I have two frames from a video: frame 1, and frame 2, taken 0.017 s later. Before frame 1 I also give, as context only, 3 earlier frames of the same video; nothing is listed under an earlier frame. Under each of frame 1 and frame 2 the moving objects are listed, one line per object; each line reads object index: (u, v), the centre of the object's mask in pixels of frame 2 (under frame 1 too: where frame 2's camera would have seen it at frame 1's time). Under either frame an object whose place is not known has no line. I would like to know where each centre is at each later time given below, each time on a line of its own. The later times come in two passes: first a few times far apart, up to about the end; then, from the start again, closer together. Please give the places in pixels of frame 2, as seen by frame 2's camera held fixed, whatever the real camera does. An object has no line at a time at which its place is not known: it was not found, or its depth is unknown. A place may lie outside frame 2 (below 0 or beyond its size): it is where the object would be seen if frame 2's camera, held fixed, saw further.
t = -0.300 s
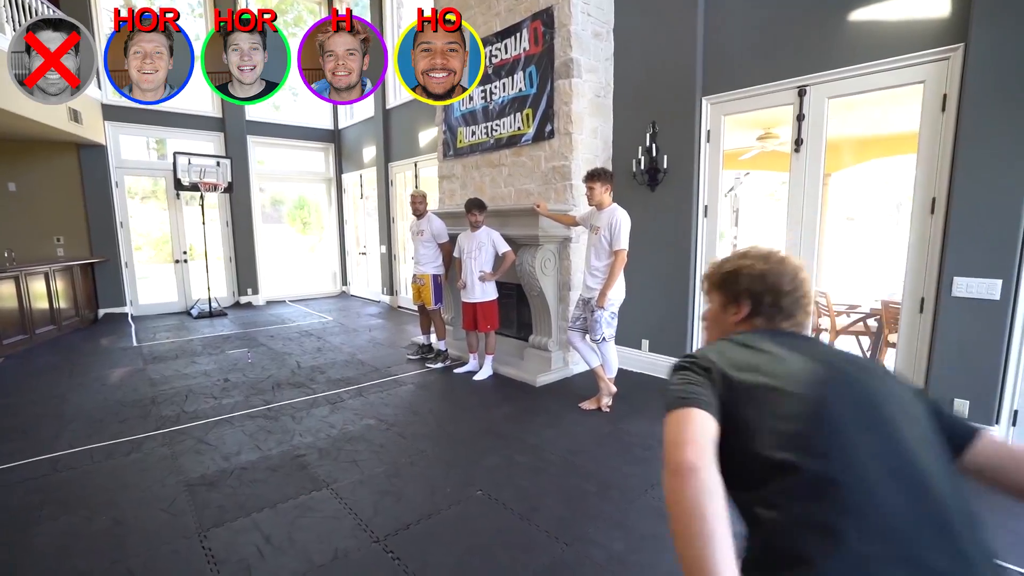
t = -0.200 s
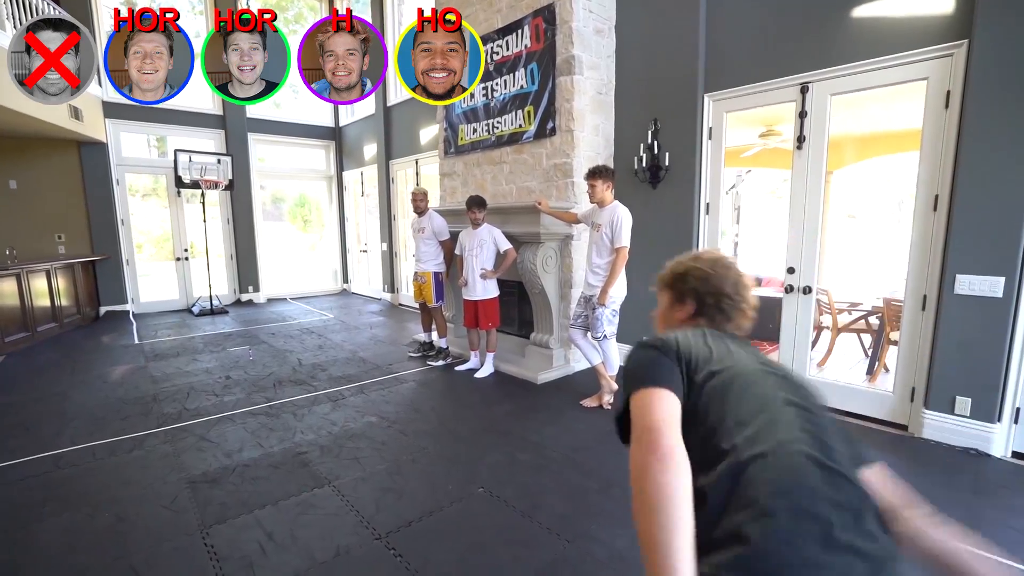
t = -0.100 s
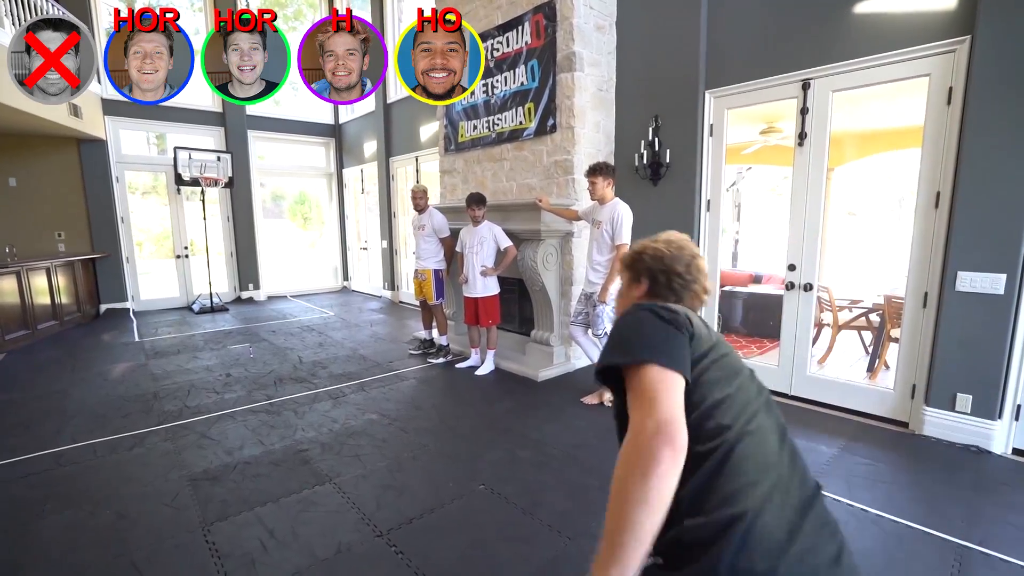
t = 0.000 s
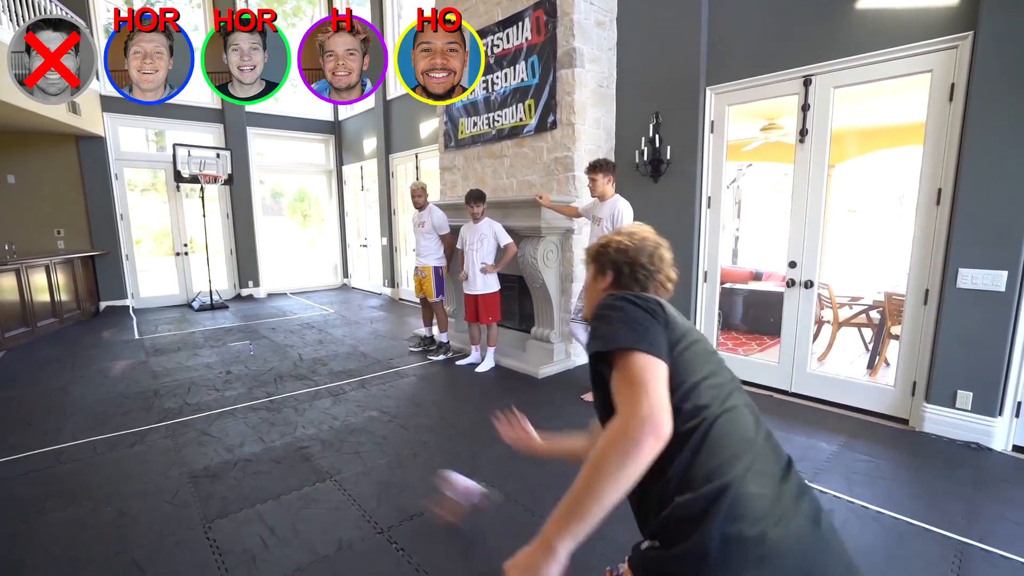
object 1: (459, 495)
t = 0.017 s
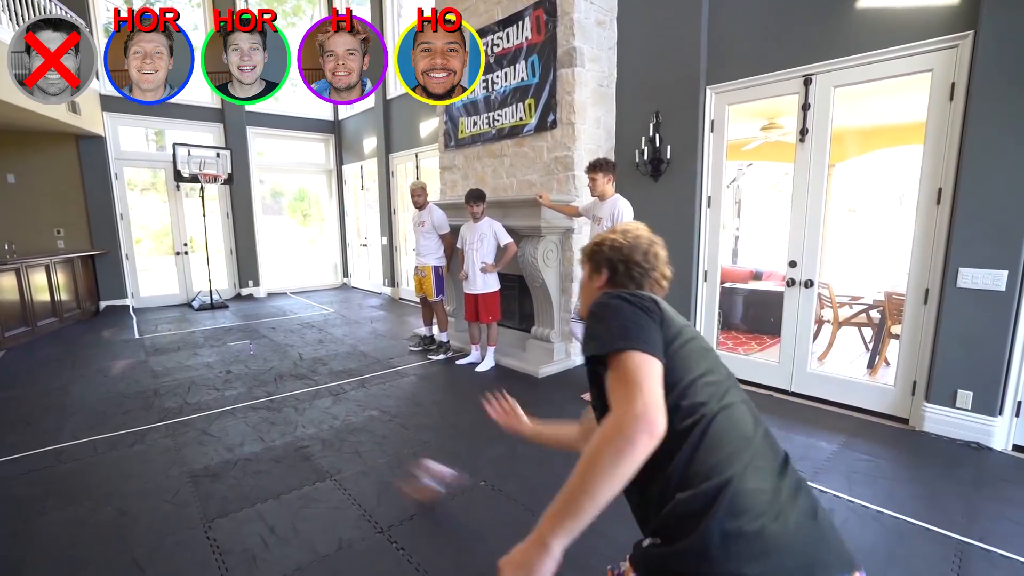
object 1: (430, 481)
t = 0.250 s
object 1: (279, 371)
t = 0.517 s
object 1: (218, 338)
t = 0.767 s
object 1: (196, 321)
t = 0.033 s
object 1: (409, 468)
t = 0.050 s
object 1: (391, 458)
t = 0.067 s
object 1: (378, 448)
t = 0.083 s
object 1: (366, 436)
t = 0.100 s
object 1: (354, 425)
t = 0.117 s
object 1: (342, 417)
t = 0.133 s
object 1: (332, 409)
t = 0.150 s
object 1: (323, 401)
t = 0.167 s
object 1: (314, 394)
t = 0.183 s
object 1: (306, 388)
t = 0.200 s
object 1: (298, 383)
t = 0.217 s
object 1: (292, 379)
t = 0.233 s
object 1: (284, 374)
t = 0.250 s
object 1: (279, 371)
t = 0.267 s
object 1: (272, 370)
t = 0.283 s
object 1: (269, 369)
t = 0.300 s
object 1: (261, 364)
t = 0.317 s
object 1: (258, 361)
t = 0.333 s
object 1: (251, 356)
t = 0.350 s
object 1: (248, 354)
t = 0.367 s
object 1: (247, 353)
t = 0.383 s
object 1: (242, 347)
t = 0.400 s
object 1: (239, 346)
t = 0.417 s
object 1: (237, 344)
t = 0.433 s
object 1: (232, 343)
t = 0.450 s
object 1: (229, 341)
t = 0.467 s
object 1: (225, 341)
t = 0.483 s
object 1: (222, 340)
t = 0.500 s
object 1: (219, 339)
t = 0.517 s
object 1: (218, 338)
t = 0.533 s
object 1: (217, 334)
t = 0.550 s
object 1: (216, 332)
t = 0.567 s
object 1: (212, 330)
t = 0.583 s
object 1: (210, 330)
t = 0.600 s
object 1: (207, 327)
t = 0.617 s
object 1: (206, 326)
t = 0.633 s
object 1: (204, 324)
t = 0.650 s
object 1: (202, 323)
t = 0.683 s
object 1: (201, 323)
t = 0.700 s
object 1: (201, 322)
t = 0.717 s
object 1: (200, 322)
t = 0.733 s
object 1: (198, 322)
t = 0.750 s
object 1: (197, 322)
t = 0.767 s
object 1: (196, 321)
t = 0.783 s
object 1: (195, 321)
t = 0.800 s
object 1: (194, 320)
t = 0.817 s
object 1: (193, 320)
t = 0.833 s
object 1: (192, 318)
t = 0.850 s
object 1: (192, 317)
